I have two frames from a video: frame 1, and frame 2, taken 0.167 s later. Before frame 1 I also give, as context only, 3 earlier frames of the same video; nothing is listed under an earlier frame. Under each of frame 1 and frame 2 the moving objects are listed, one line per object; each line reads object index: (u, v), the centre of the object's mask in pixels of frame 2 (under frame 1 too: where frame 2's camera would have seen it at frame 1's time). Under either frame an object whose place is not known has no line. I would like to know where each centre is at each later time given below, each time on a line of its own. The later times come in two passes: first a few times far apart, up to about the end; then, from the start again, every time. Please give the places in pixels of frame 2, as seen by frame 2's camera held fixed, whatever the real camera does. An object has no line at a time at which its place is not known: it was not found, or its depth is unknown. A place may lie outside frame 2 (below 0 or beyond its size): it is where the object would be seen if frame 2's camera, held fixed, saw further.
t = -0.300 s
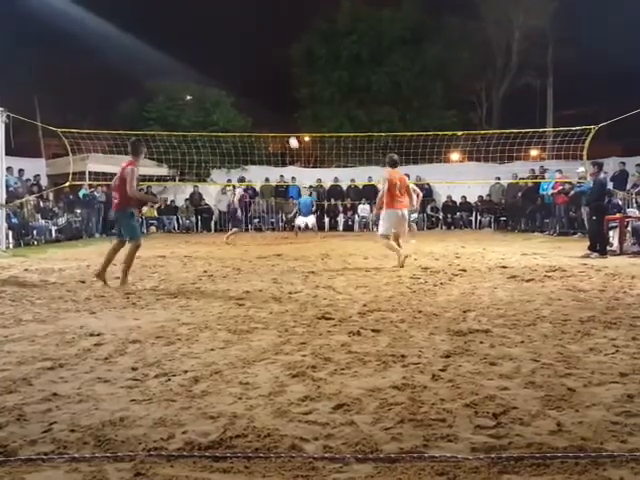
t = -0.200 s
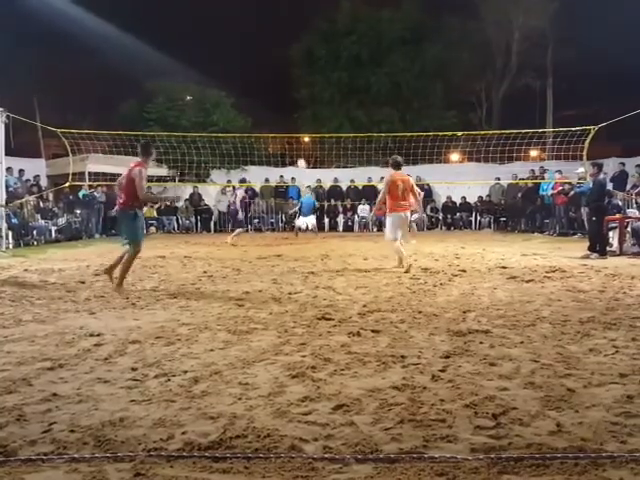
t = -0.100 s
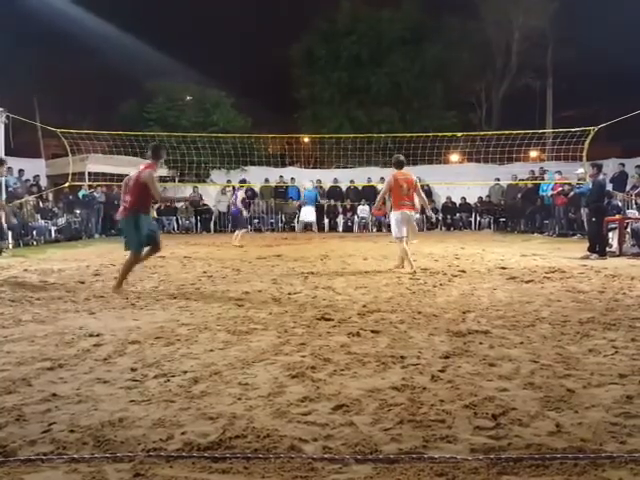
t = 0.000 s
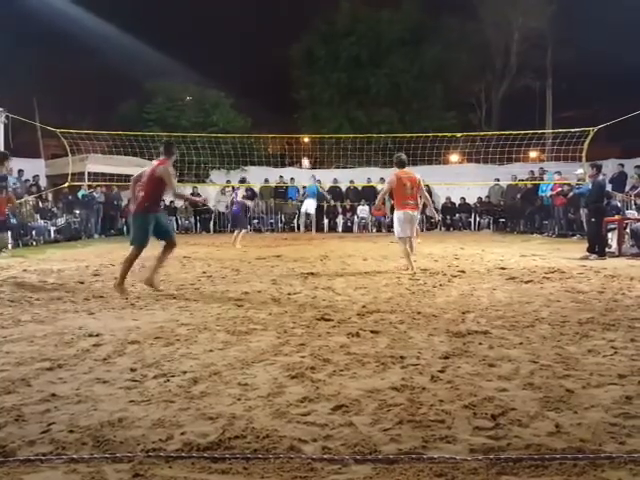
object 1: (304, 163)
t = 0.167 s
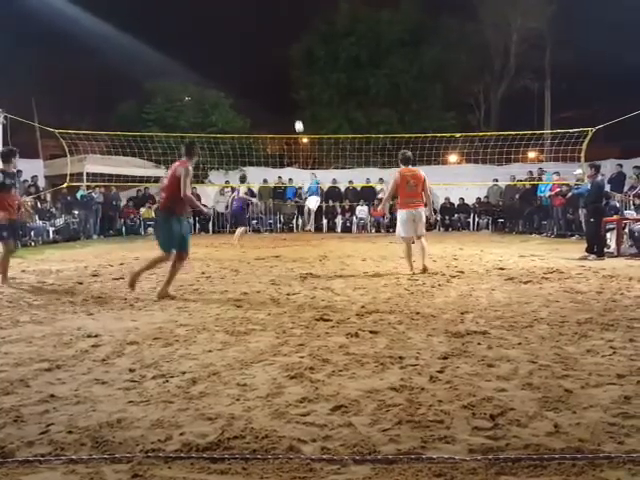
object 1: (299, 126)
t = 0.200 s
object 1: (298, 120)
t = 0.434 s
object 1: (289, 84)
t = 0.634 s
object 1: (281, 68)
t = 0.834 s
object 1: (274, 68)
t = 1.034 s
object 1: (265, 85)
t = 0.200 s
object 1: (298, 120)
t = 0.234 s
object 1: (296, 114)
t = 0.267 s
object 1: (295, 108)
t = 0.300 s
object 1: (294, 103)
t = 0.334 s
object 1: (293, 97)
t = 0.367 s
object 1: (291, 93)
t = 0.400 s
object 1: (290, 88)
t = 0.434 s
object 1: (289, 84)
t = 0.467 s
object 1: (287, 80)
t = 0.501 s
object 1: (286, 77)
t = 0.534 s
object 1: (285, 74)
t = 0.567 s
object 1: (284, 72)
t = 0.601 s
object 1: (283, 70)
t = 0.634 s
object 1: (281, 68)
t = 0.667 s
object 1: (280, 67)
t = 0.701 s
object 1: (279, 66)
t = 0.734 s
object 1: (278, 66)
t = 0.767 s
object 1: (277, 66)
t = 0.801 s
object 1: (275, 67)
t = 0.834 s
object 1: (274, 68)
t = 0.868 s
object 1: (273, 70)
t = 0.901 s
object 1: (271, 72)
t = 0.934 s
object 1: (270, 74)
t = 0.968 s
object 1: (268, 78)
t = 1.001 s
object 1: (267, 81)
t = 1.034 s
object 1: (265, 85)
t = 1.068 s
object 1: (264, 90)
